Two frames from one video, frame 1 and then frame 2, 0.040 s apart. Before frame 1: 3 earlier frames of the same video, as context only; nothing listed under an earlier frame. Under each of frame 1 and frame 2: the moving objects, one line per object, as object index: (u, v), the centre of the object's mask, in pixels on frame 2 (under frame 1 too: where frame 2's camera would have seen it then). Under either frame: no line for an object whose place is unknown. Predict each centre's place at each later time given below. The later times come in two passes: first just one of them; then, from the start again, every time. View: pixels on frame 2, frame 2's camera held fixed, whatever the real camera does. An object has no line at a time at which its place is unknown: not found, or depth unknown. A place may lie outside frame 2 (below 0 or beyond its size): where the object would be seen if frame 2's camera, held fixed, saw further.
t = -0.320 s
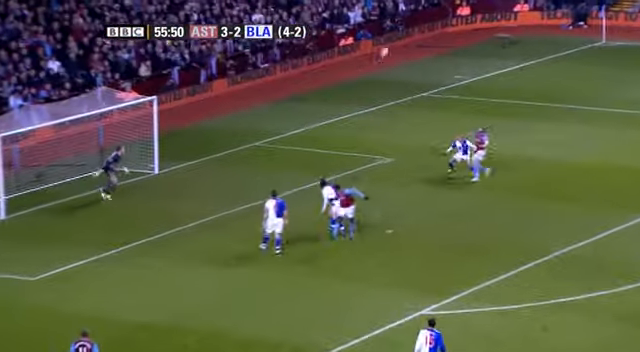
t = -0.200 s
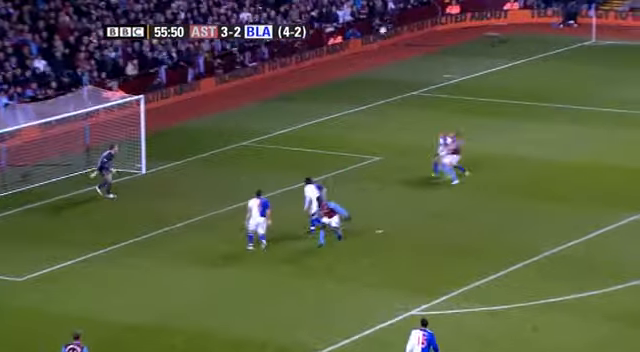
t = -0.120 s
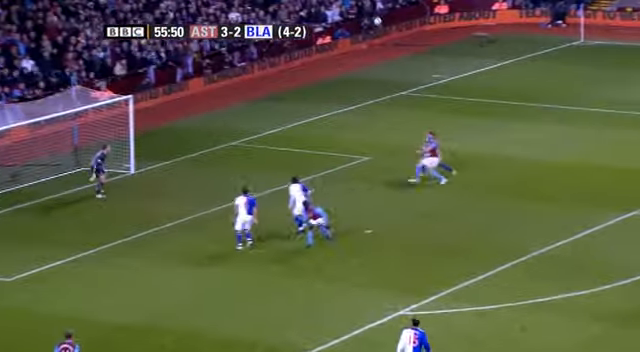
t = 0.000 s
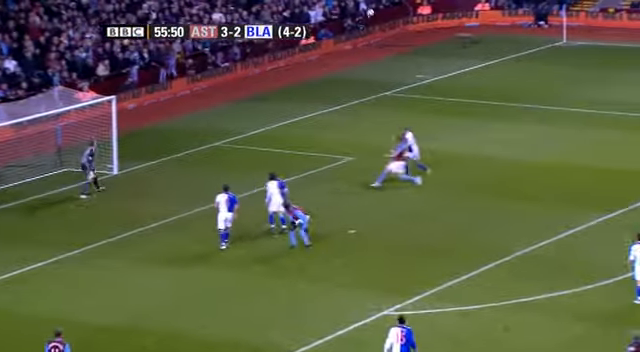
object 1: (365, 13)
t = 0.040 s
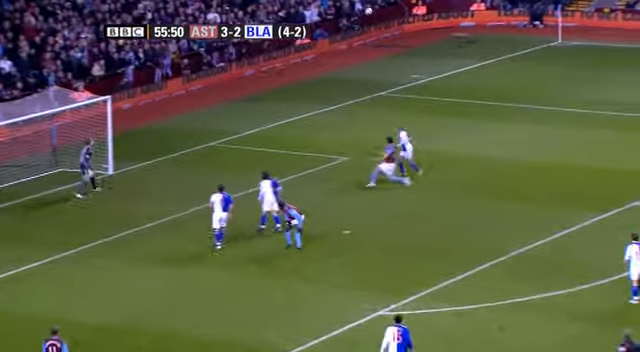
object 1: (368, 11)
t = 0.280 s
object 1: (390, 13)
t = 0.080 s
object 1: (371, 10)
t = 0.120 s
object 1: (376, 9)
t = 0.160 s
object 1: (379, 9)
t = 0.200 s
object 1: (382, 10)
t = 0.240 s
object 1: (385, 11)
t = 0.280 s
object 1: (390, 13)
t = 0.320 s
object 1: (393, 15)
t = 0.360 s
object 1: (395, 19)
